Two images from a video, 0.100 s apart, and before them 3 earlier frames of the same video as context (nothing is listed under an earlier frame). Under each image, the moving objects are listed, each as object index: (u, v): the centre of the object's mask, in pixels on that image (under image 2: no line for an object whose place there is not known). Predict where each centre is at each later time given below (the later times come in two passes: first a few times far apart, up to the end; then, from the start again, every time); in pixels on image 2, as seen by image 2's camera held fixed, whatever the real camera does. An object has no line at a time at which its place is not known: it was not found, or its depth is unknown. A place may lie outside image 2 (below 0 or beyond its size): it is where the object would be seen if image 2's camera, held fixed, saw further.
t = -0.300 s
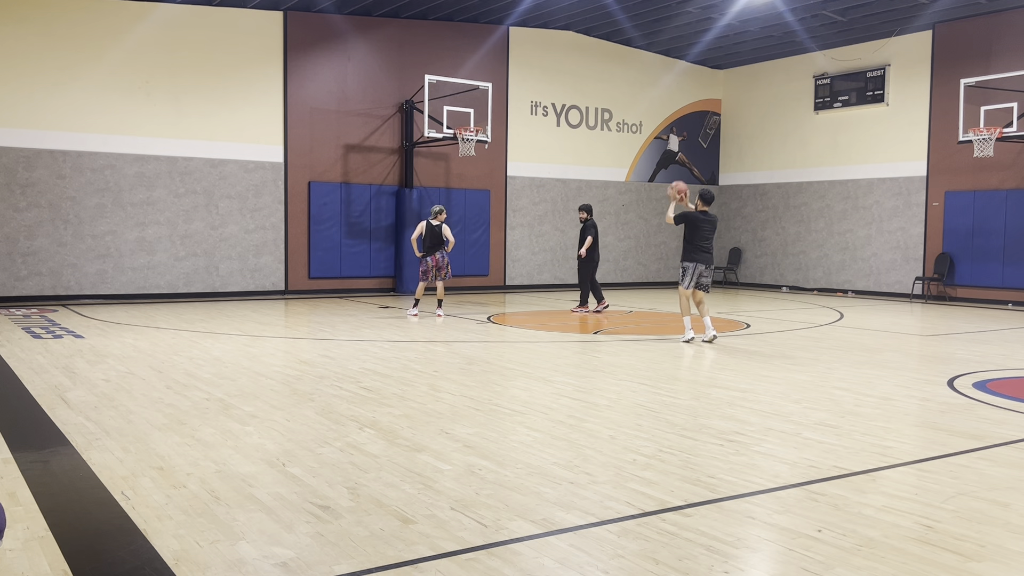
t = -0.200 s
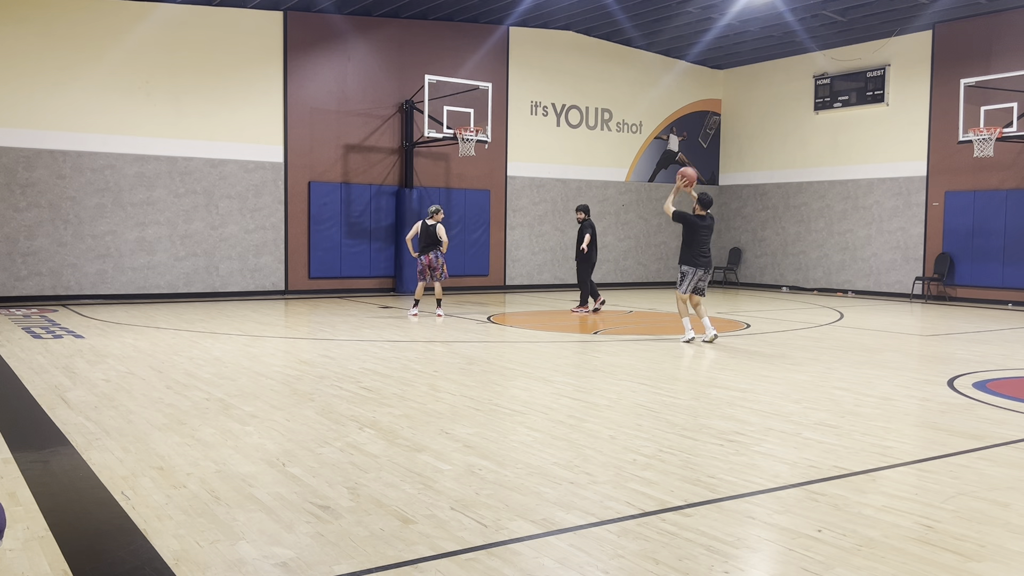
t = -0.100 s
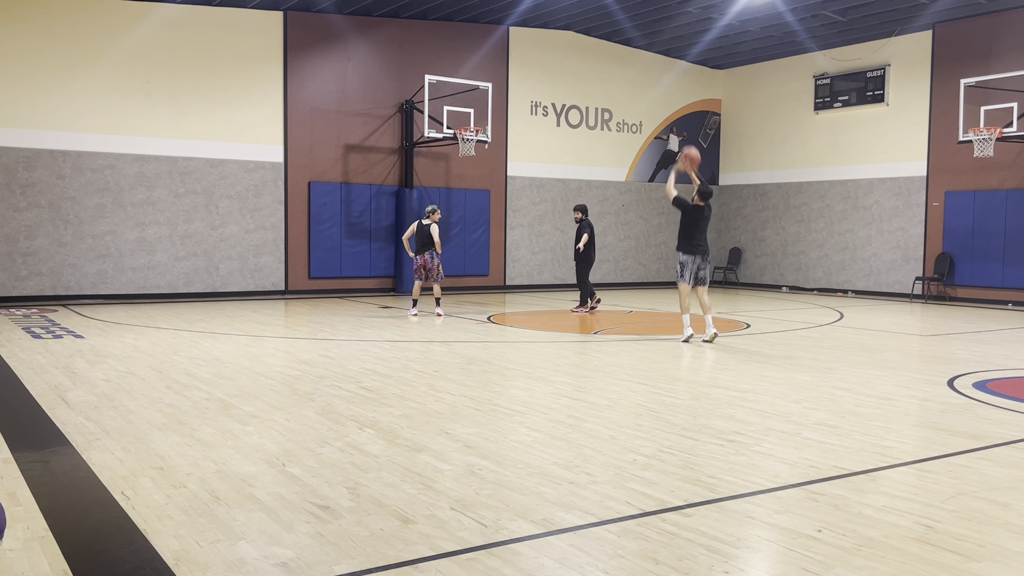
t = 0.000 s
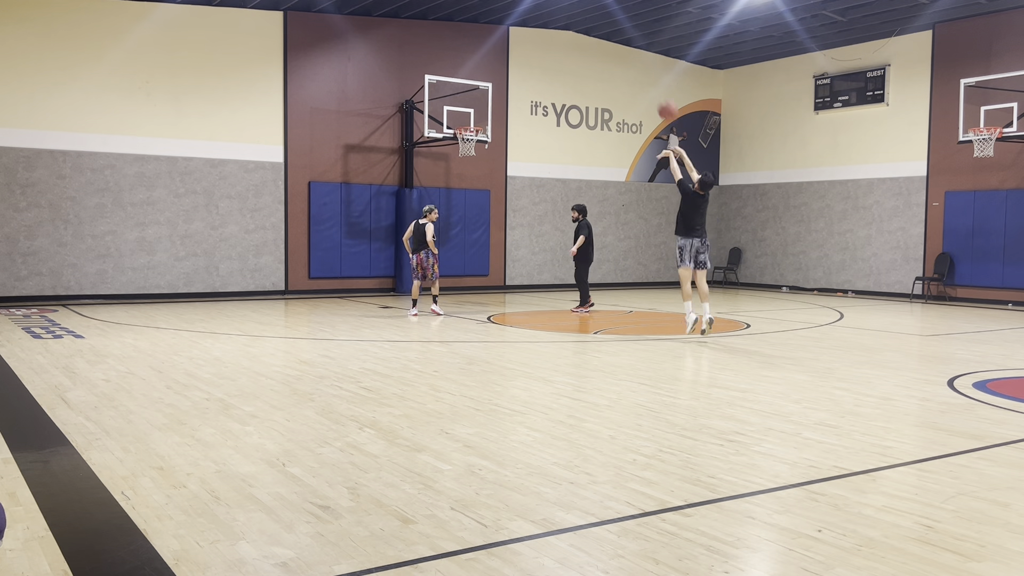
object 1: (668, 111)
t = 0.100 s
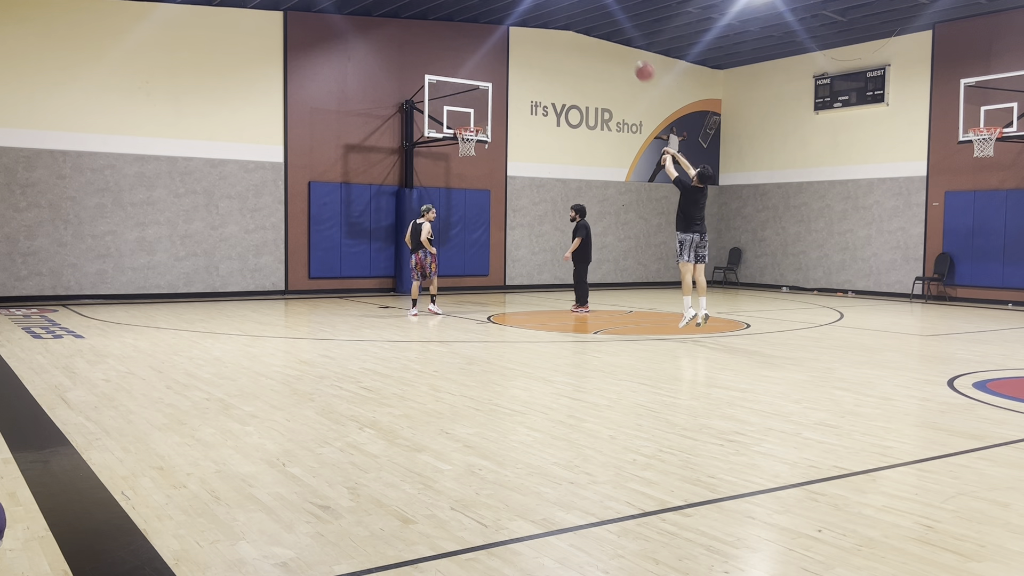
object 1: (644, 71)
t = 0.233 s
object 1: (617, 36)
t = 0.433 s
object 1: (580, 14)
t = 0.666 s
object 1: (544, 23)
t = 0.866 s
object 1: (516, 56)
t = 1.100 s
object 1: (488, 119)
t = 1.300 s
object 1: (479, 181)
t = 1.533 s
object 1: (472, 269)
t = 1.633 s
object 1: (472, 280)
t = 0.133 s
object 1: (637, 61)
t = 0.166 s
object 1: (630, 51)
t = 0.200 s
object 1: (624, 43)
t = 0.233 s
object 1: (617, 36)
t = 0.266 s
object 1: (611, 30)
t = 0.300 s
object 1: (604, 25)
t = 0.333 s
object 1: (598, 21)
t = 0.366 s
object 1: (592, 18)
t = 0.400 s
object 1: (586, 15)
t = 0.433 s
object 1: (580, 14)
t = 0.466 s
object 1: (574, 13)
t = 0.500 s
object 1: (569, 13)
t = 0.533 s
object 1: (563, 13)
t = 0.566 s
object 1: (558, 15)
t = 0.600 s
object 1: (553, 17)
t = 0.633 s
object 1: (548, 20)
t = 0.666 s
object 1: (544, 23)
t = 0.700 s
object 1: (539, 27)
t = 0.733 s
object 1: (534, 32)
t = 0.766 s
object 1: (529, 37)
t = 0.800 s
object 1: (525, 43)
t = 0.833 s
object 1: (520, 49)
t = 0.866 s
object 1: (516, 56)
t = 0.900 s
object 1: (512, 64)
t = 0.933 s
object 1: (508, 72)
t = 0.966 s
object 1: (504, 80)
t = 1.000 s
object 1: (500, 89)
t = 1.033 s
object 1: (496, 99)
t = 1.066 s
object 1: (492, 108)
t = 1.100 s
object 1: (488, 119)
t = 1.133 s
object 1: (483, 129)
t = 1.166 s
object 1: (482, 139)
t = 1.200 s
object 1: (481, 148)
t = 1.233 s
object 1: (480, 159)
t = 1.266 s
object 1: (479, 169)
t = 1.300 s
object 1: (479, 181)
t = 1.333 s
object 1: (478, 192)
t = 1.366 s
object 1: (477, 204)
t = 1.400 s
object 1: (476, 216)
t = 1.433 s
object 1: (475, 229)
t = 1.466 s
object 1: (474, 242)
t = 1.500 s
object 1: (473, 256)
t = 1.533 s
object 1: (472, 269)
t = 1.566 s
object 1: (471, 283)
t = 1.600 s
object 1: (470, 291)
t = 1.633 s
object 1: (472, 280)
